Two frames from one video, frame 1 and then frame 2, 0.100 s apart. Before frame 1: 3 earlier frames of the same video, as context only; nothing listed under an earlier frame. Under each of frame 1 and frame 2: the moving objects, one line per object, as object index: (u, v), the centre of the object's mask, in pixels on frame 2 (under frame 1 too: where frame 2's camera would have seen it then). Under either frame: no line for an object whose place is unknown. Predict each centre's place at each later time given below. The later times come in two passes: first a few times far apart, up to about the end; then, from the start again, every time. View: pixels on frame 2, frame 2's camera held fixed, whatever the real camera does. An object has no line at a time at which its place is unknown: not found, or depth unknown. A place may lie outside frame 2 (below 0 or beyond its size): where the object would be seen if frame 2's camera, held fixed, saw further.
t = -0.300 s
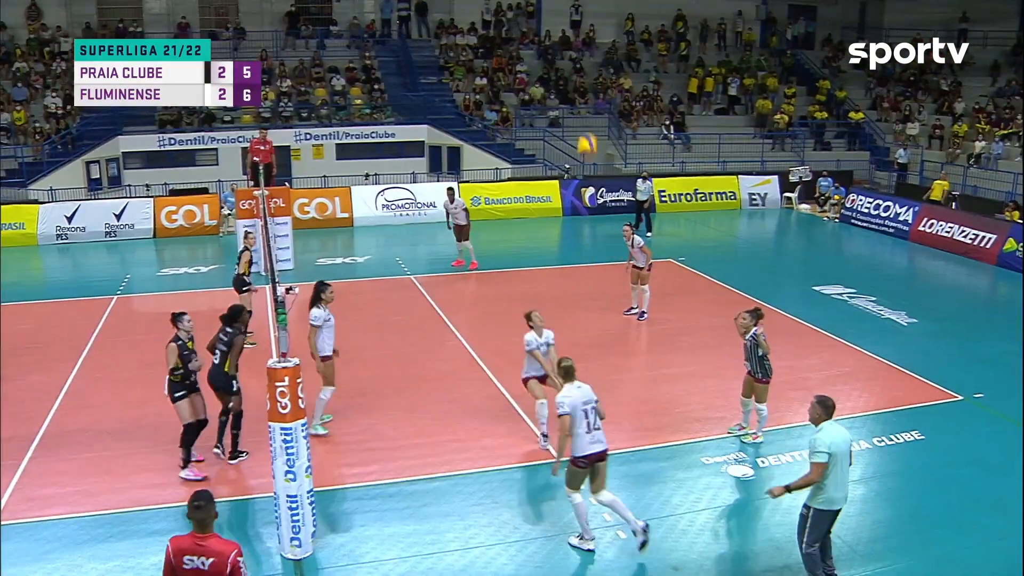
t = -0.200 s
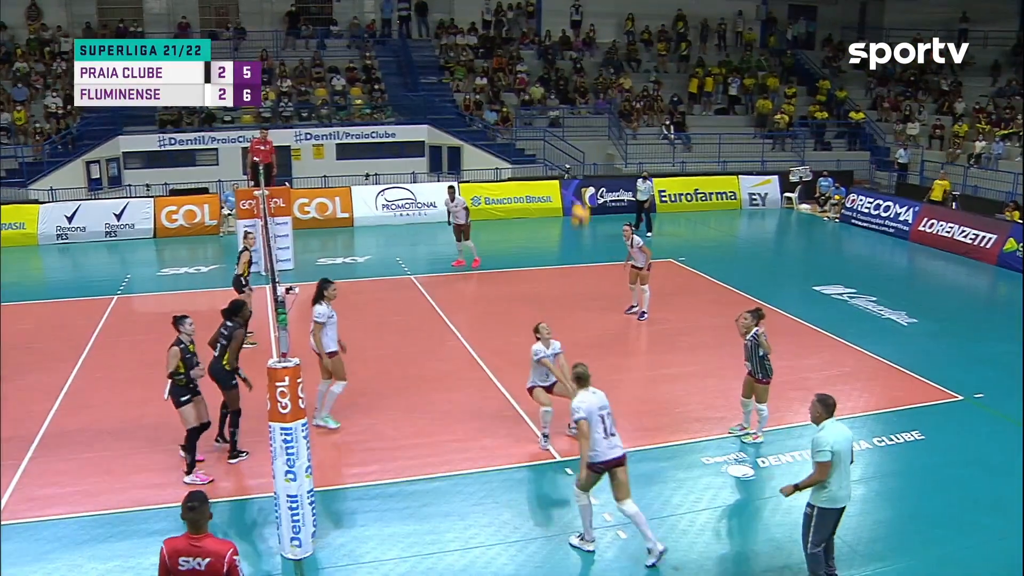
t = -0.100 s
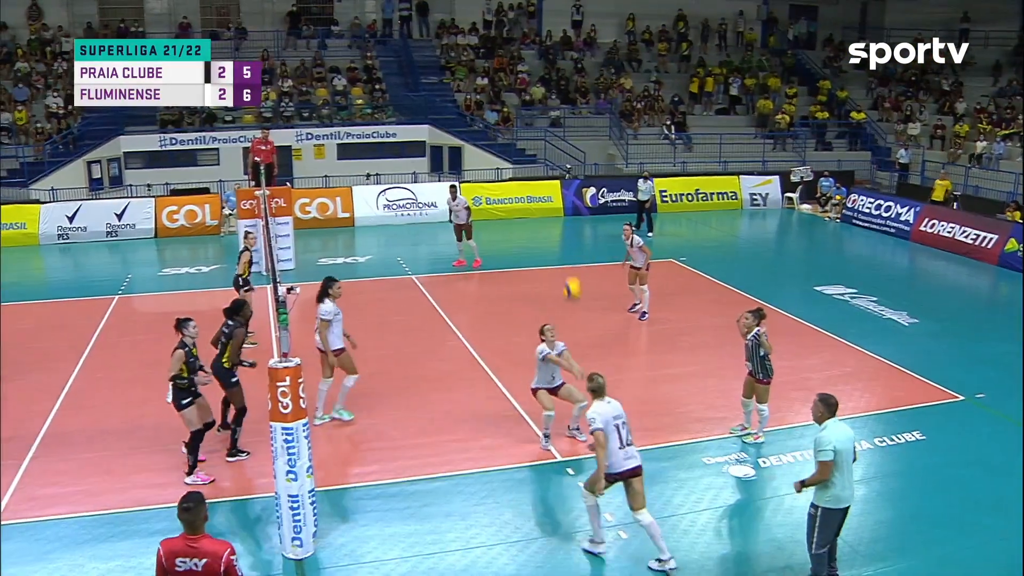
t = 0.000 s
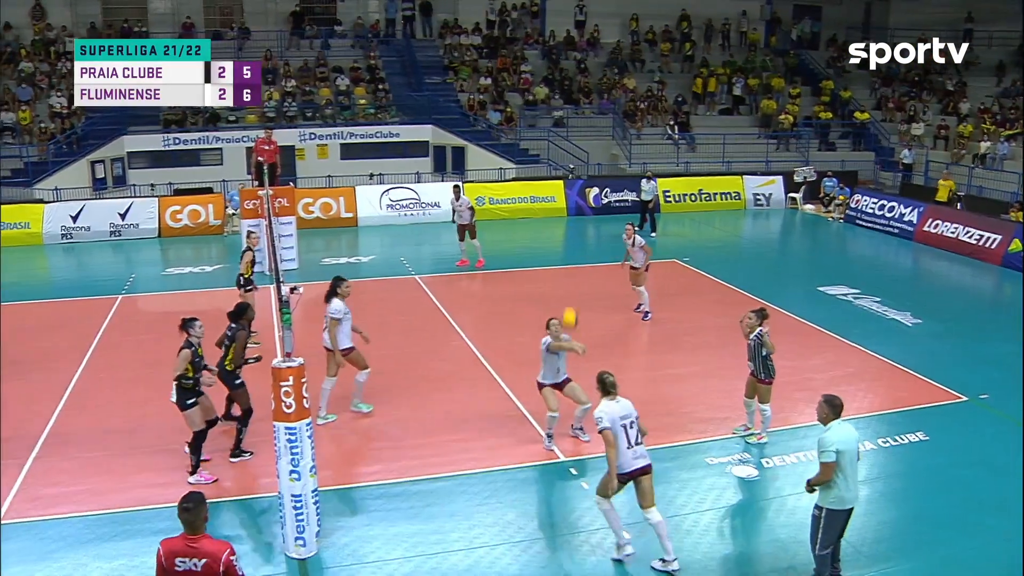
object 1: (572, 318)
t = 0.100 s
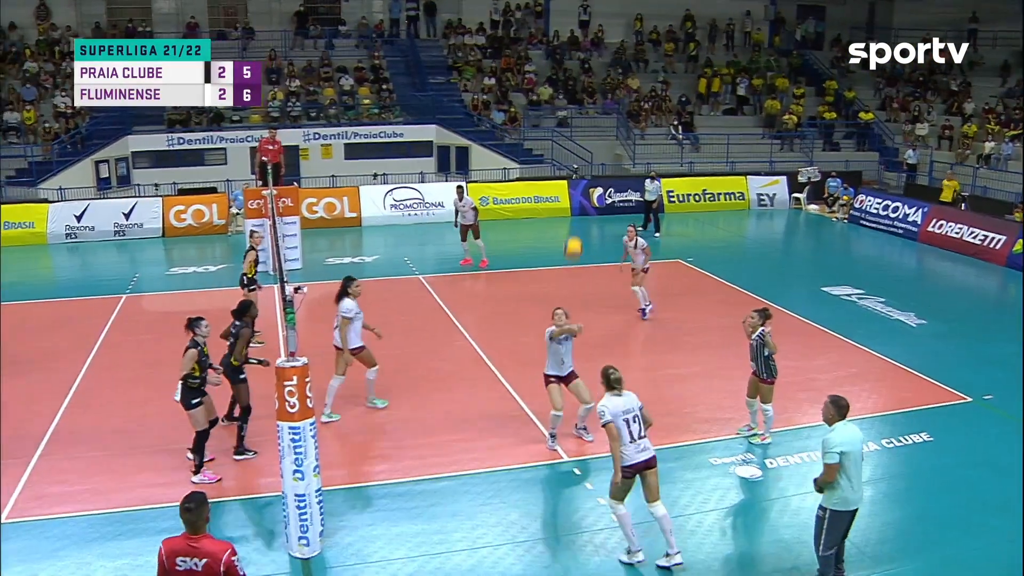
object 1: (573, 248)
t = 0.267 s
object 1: (573, 148)
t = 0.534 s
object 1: (574, 40)
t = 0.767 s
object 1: (573, 4)
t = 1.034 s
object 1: (573, 15)
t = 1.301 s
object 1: (573, 100)
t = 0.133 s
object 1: (573, 225)
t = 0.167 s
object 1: (574, 205)
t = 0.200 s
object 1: (575, 185)
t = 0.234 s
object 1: (574, 166)
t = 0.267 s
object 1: (573, 148)
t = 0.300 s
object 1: (574, 130)
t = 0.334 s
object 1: (574, 115)
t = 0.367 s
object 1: (574, 99)
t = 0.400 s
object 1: (574, 86)
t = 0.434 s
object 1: (574, 72)
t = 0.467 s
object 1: (574, 59)
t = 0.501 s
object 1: (574, 48)
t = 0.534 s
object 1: (574, 40)
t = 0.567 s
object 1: (574, 30)
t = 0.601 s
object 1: (574, 22)
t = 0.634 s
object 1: (574, 15)
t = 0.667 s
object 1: (574, 9)
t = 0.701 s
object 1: (573, 7)
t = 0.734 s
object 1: (574, 5)
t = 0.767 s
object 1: (573, 4)
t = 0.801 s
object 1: (574, 3)
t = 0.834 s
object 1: (575, 3)
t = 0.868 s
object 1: (576, 3)
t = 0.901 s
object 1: (573, 4)
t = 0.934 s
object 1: (573, 5)
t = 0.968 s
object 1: (573, 7)
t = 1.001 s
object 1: (574, 9)
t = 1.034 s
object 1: (573, 15)
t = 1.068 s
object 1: (574, 22)
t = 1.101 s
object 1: (574, 29)
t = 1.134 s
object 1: (573, 40)
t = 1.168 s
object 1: (574, 49)
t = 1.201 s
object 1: (574, 61)
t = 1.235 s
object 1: (574, 73)
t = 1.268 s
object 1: (574, 86)
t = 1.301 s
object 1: (573, 100)
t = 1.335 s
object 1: (573, 115)
